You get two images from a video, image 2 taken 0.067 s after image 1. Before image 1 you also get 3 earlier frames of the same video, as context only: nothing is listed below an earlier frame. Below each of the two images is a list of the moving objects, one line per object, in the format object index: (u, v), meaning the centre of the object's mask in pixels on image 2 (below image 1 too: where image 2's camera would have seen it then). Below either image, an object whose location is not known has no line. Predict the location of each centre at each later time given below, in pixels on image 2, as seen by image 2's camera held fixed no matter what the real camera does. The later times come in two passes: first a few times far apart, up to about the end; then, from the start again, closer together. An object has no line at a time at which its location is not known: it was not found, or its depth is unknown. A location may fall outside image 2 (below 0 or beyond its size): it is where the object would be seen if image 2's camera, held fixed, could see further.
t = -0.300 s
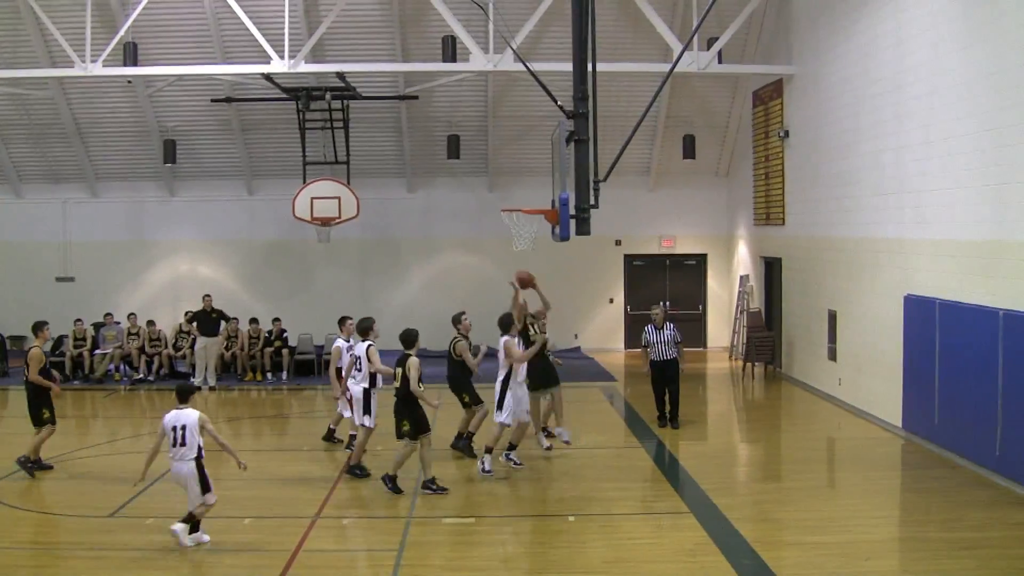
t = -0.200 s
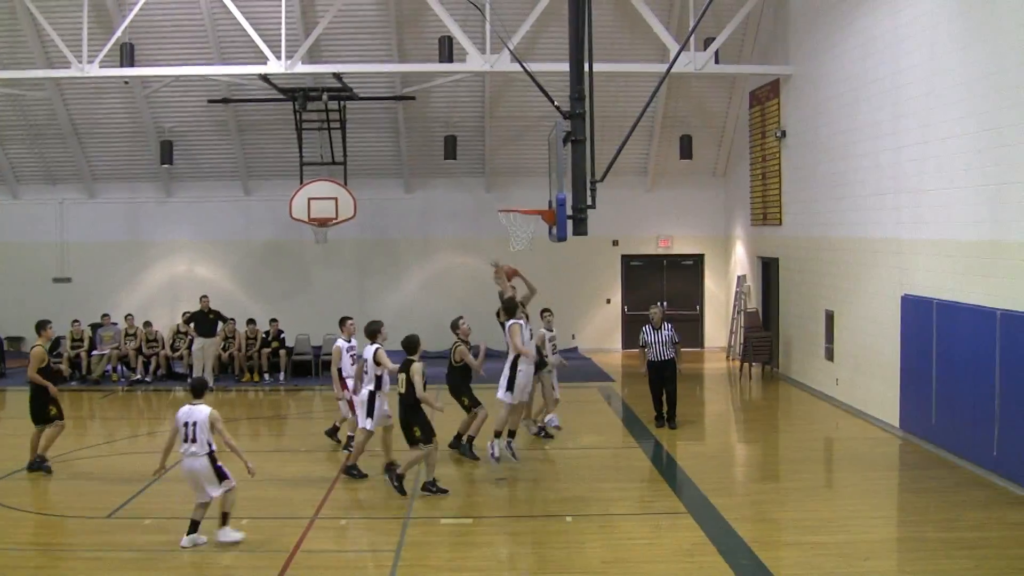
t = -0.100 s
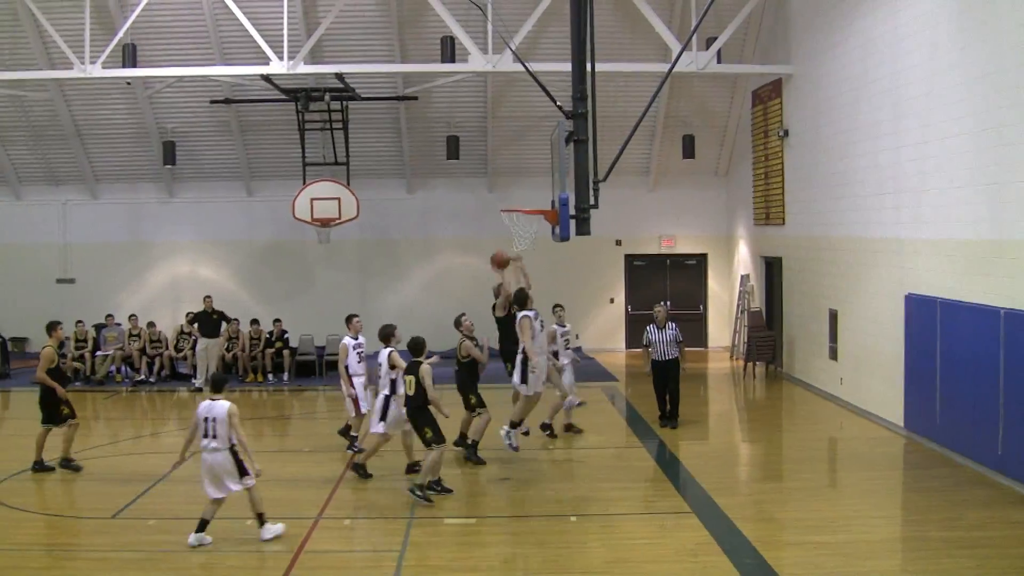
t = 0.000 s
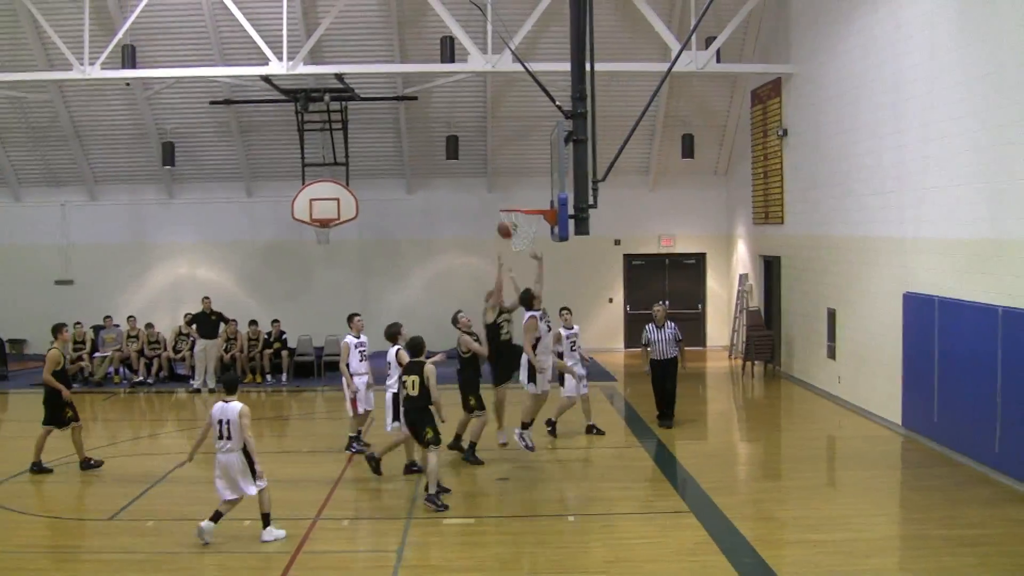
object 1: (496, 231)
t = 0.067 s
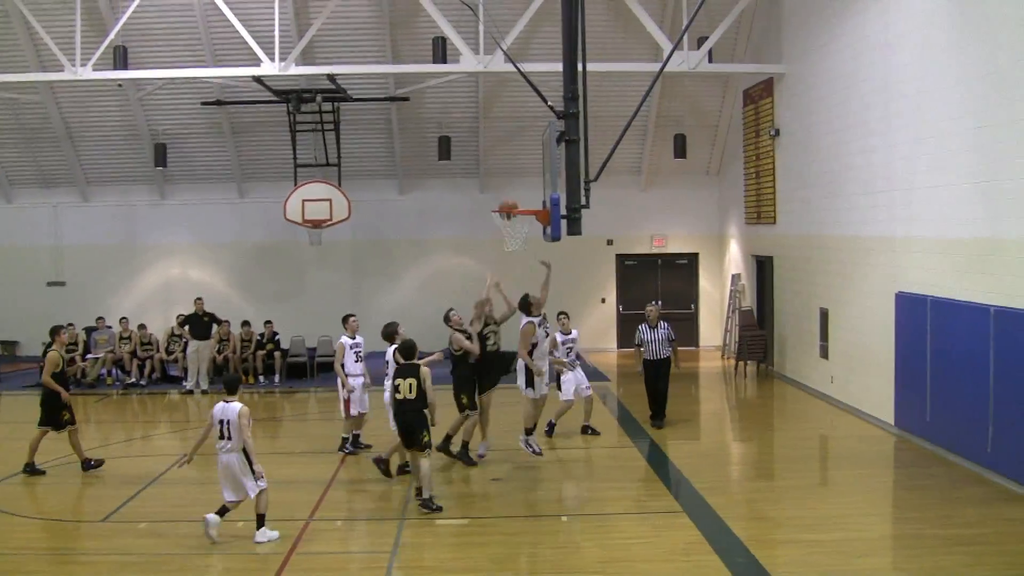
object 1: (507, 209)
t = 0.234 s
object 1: (531, 176)
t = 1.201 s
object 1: (513, 201)
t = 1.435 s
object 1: (518, 223)
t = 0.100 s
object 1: (513, 201)
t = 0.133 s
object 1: (517, 194)
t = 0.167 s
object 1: (522, 187)
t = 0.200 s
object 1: (526, 181)
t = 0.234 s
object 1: (531, 176)
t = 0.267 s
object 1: (535, 172)
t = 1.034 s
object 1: (520, 197)
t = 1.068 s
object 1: (520, 201)
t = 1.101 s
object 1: (519, 201)
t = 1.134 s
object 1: (517, 201)
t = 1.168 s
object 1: (515, 201)
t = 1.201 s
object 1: (513, 201)
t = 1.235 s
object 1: (511, 203)
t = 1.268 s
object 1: (509, 207)
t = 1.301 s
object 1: (510, 210)
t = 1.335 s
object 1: (512, 212)
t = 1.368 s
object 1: (514, 215)
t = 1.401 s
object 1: (516, 220)
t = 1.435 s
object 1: (518, 223)
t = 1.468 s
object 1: (520, 228)
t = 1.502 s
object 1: (522, 233)
